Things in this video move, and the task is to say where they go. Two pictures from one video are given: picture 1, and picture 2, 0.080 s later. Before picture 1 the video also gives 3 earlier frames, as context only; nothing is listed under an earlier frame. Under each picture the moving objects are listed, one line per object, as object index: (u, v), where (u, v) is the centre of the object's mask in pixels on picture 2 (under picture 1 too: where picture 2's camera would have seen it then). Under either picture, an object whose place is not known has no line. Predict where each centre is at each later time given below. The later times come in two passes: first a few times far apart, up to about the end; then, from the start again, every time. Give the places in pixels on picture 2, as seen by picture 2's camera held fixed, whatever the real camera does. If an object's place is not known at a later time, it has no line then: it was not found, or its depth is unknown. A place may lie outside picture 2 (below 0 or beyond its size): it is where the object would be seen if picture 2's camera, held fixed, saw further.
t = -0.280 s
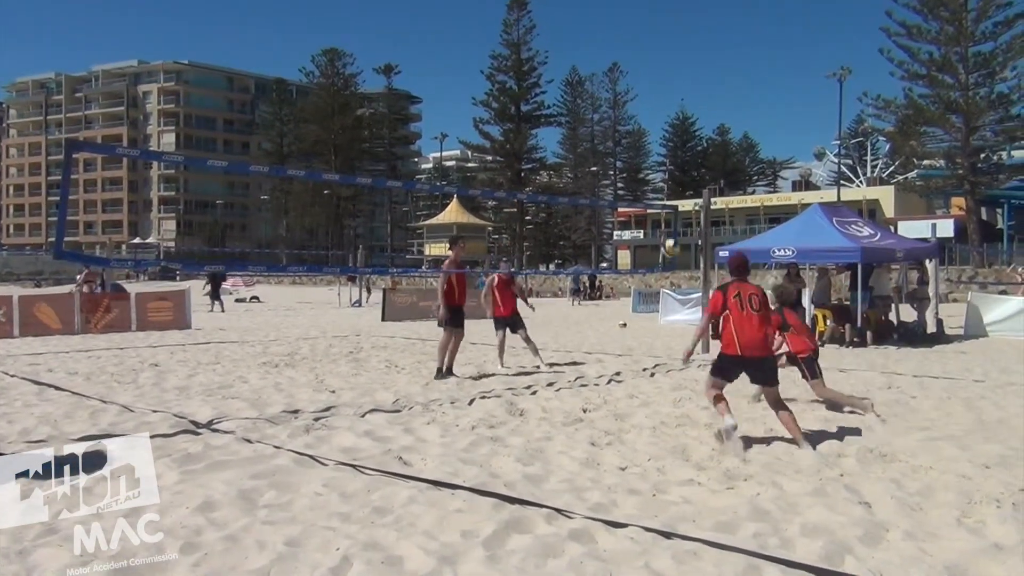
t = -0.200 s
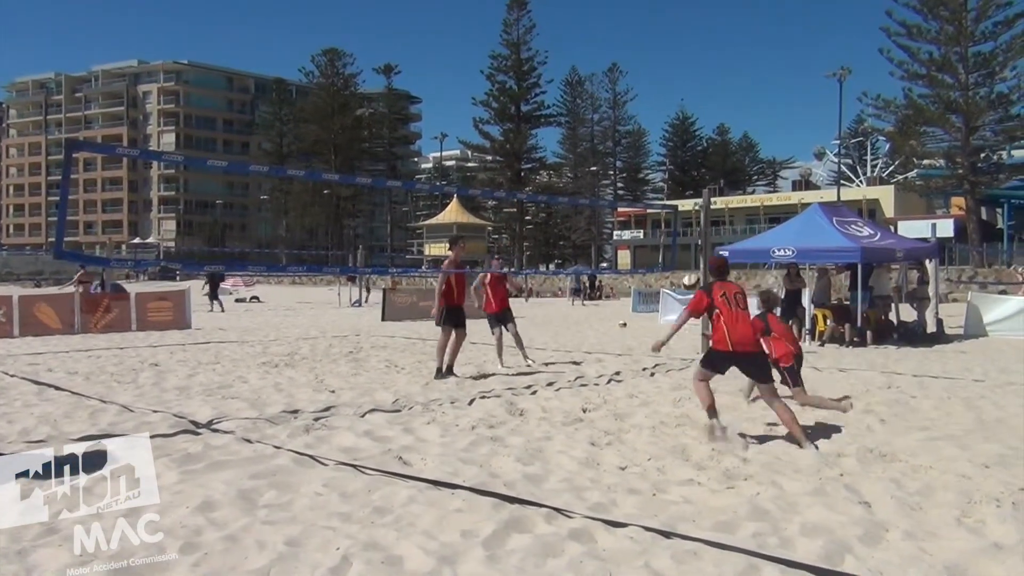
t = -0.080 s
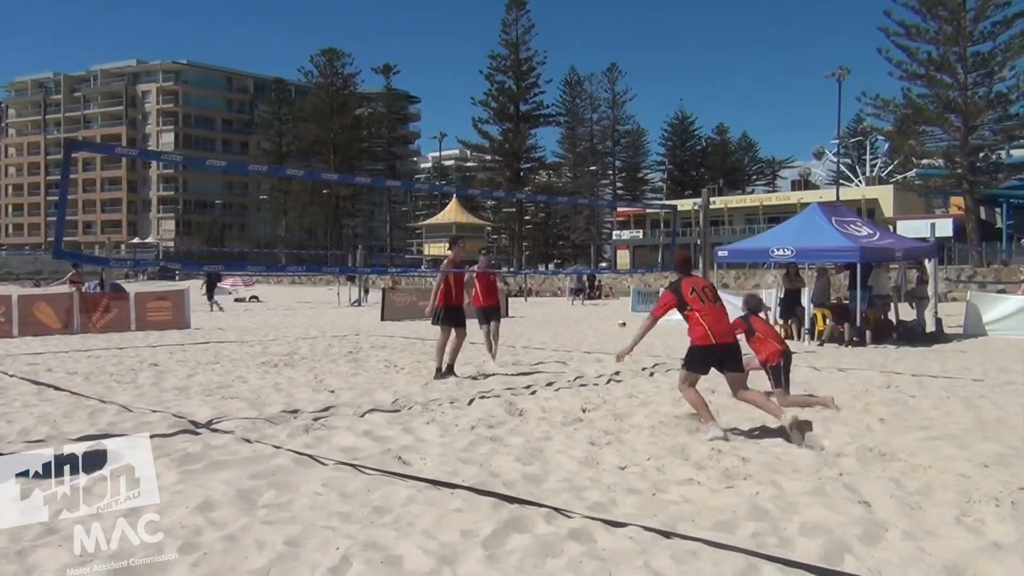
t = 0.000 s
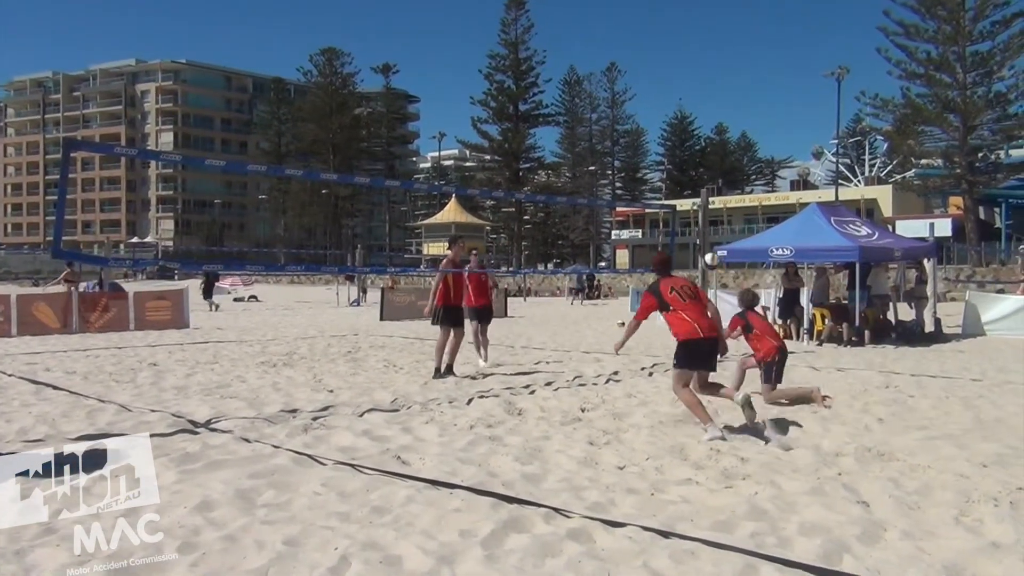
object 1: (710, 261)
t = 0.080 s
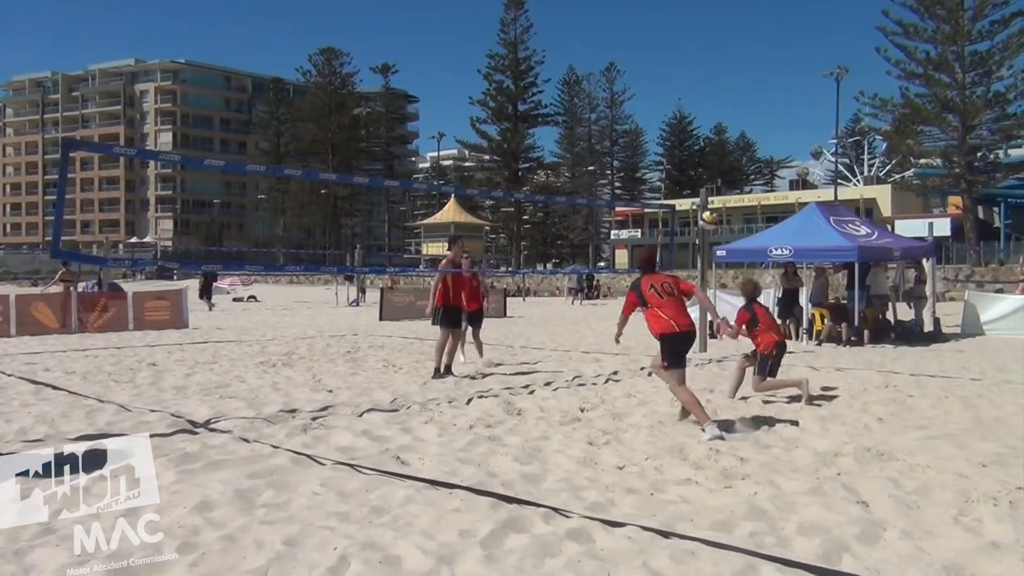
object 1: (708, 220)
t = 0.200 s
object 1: (708, 168)
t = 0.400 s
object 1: (704, 107)
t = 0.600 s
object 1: (700, 84)
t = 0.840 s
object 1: (694, 101)
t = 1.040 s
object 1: (688, 154)
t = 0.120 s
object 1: (710, 201)
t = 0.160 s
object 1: (708, 184)
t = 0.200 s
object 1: (708, 168)
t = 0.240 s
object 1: (707, 153)
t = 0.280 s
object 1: (706, 139)
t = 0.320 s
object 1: (704, 128)
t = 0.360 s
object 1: (704, 115)
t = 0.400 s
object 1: (704, 107)
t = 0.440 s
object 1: (704, 100)
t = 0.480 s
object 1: (702, 93)
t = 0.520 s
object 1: (702, 88)
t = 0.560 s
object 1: (701, 84)
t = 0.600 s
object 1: (700, 84)
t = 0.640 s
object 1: (699, 83)
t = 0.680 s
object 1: (698, 84)
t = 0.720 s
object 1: (697, 85)
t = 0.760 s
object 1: (696, 88)
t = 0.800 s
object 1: (695, 94)
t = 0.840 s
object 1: (694, 101)
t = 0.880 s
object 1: (693, 109)
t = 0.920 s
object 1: (692, 117)
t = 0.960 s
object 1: (691, 127)
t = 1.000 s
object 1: (690, 140)
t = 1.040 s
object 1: (688, 154)
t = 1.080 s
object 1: (686, 168)
